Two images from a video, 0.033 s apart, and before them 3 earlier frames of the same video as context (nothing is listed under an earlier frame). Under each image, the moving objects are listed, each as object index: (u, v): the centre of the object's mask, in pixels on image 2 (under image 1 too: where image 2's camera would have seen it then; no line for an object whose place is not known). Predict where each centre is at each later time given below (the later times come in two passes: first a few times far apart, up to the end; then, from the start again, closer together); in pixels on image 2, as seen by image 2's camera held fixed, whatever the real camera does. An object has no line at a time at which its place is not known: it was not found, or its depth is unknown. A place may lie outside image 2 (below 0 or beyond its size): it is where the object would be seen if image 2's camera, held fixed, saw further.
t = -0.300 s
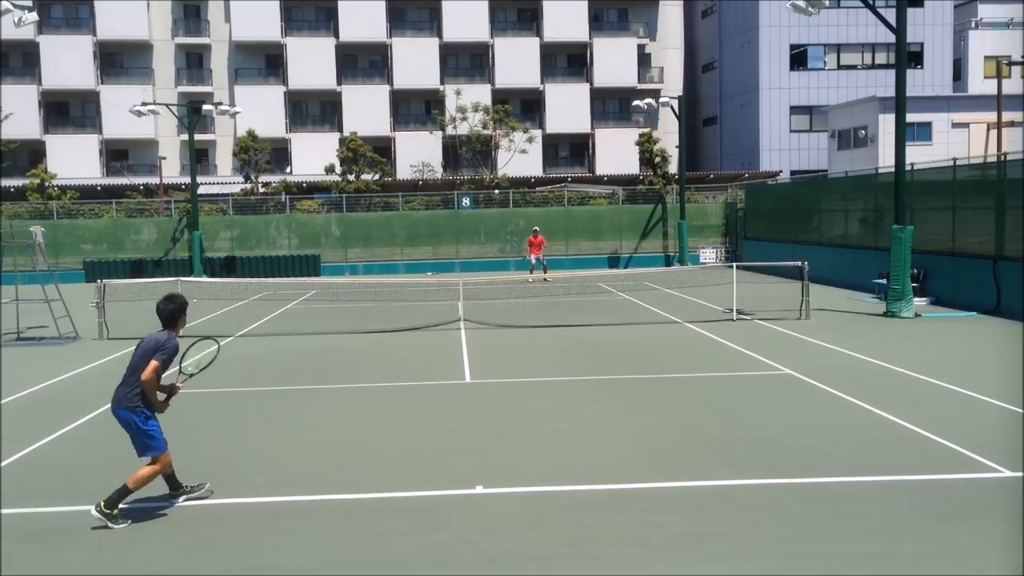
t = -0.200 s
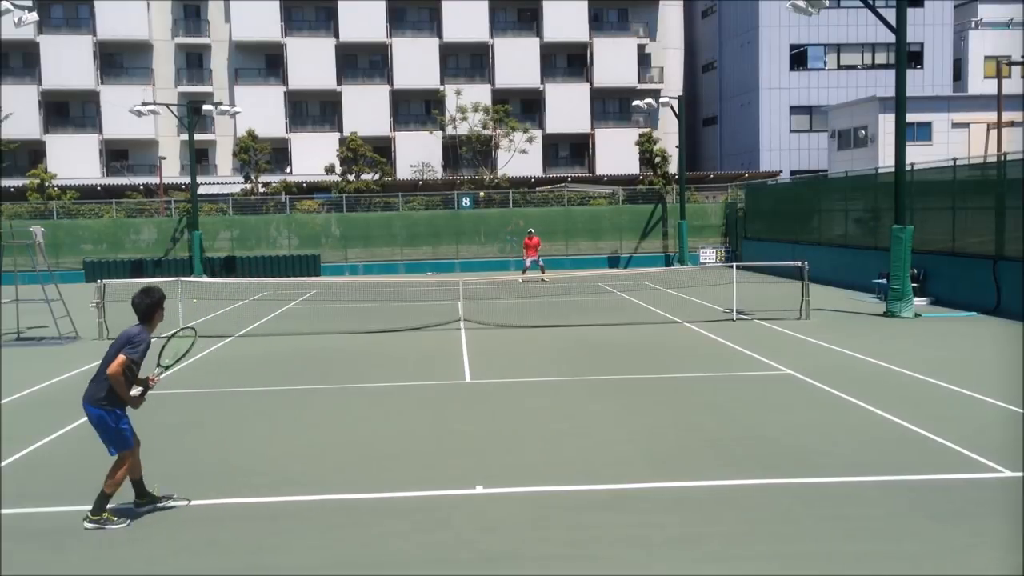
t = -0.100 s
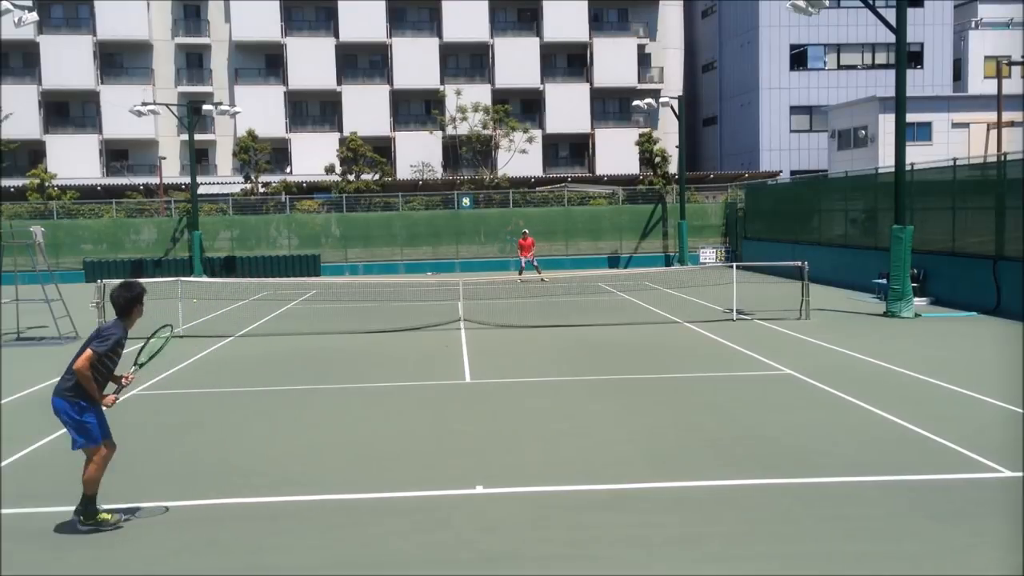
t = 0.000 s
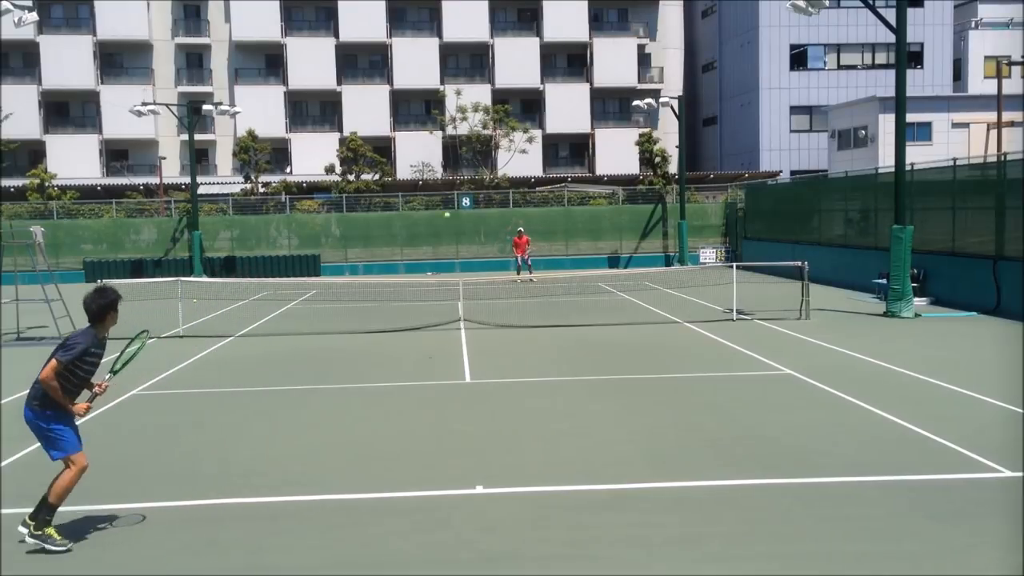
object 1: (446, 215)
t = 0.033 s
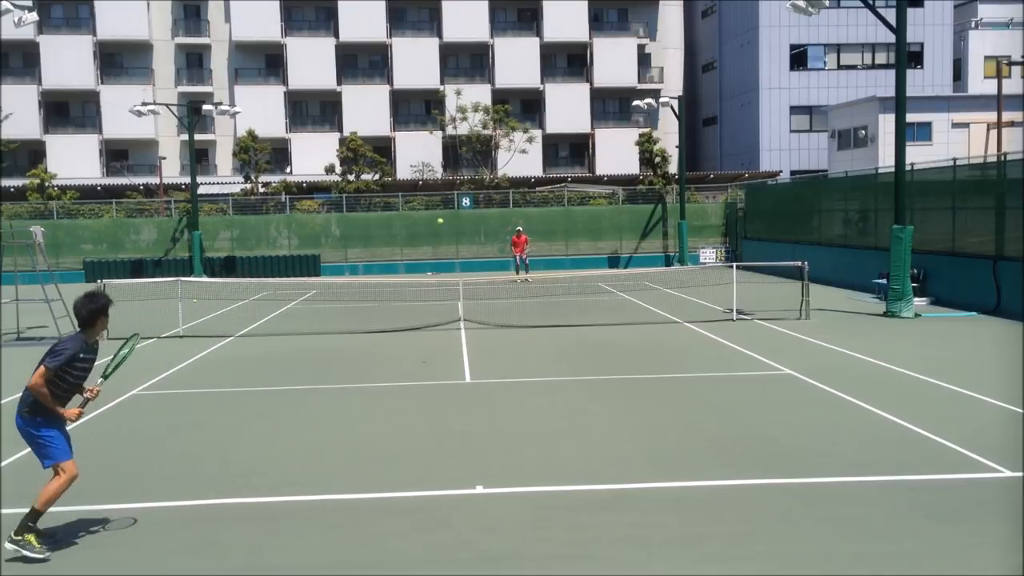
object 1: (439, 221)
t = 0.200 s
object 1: (401, 268)
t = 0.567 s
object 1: (280, 446)
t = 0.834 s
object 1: (200, 392)
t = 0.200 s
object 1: (401, 268)
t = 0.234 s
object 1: (392, 280)
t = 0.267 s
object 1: (383, 295)
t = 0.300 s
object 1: (373, 311)
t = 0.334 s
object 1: (362, 330)
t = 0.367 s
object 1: (351, 351)
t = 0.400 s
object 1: (340, 373)
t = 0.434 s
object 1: (327, 399)
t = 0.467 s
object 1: (313, 428)
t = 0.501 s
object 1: (298, 461)
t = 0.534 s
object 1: (288, 457)
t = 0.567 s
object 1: (280, 446)
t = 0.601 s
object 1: (271, 435)
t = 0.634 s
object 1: (263, 426)
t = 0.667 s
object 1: (253, 417)
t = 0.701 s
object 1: (243, 409)
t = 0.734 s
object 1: (233, 403)
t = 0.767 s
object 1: (223, 398)
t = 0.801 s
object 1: (212, 394)
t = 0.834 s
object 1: (200, 392)
